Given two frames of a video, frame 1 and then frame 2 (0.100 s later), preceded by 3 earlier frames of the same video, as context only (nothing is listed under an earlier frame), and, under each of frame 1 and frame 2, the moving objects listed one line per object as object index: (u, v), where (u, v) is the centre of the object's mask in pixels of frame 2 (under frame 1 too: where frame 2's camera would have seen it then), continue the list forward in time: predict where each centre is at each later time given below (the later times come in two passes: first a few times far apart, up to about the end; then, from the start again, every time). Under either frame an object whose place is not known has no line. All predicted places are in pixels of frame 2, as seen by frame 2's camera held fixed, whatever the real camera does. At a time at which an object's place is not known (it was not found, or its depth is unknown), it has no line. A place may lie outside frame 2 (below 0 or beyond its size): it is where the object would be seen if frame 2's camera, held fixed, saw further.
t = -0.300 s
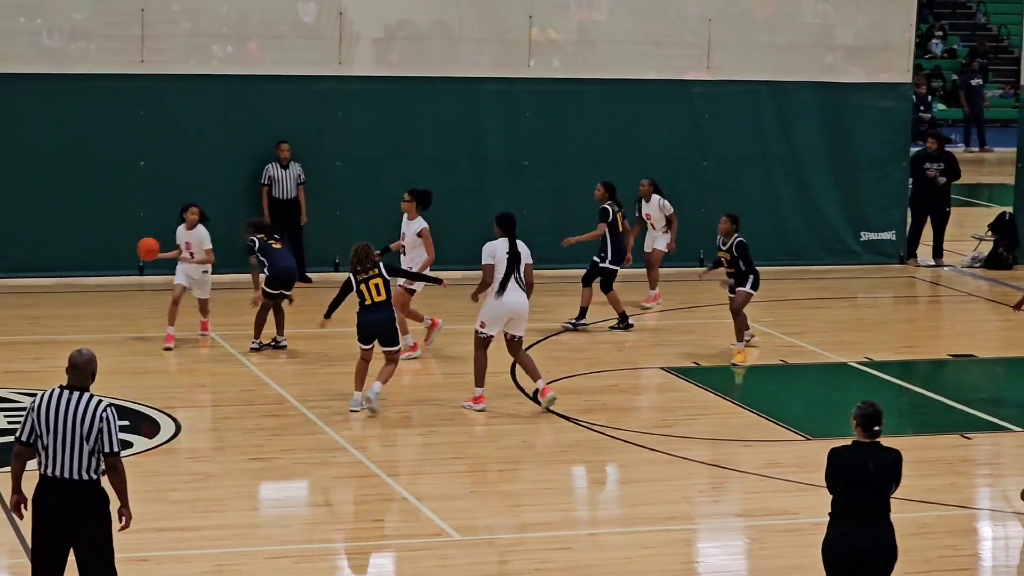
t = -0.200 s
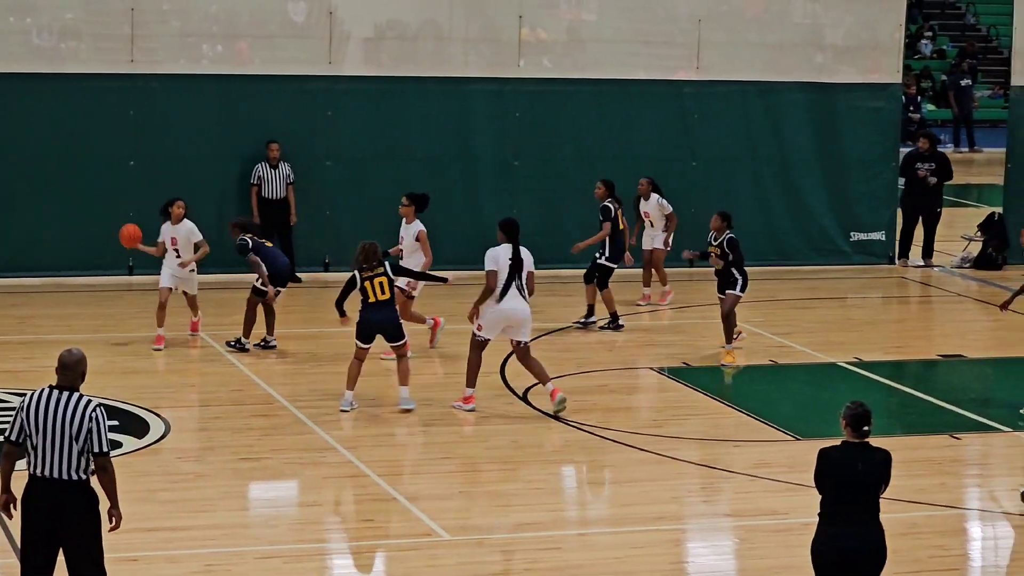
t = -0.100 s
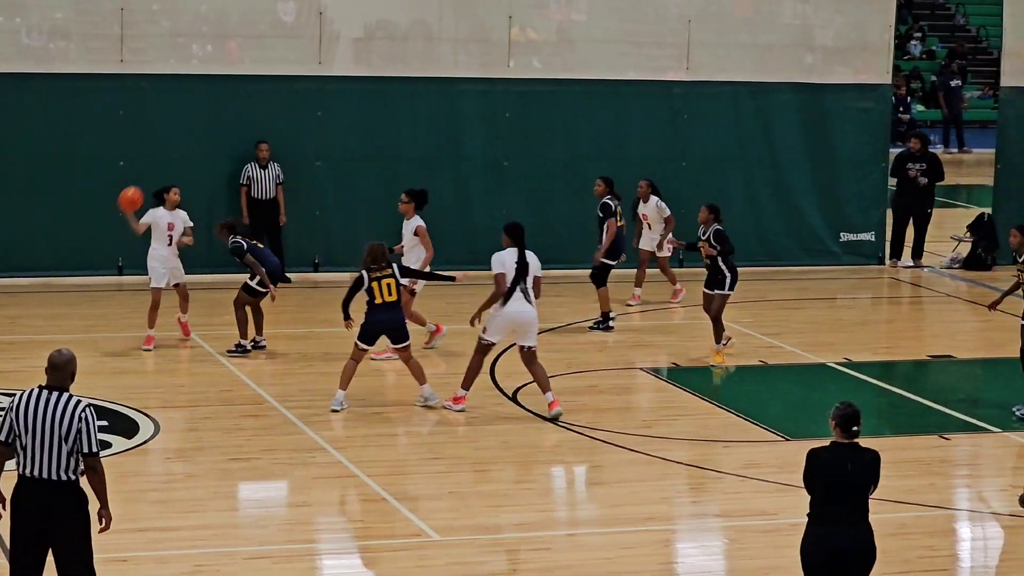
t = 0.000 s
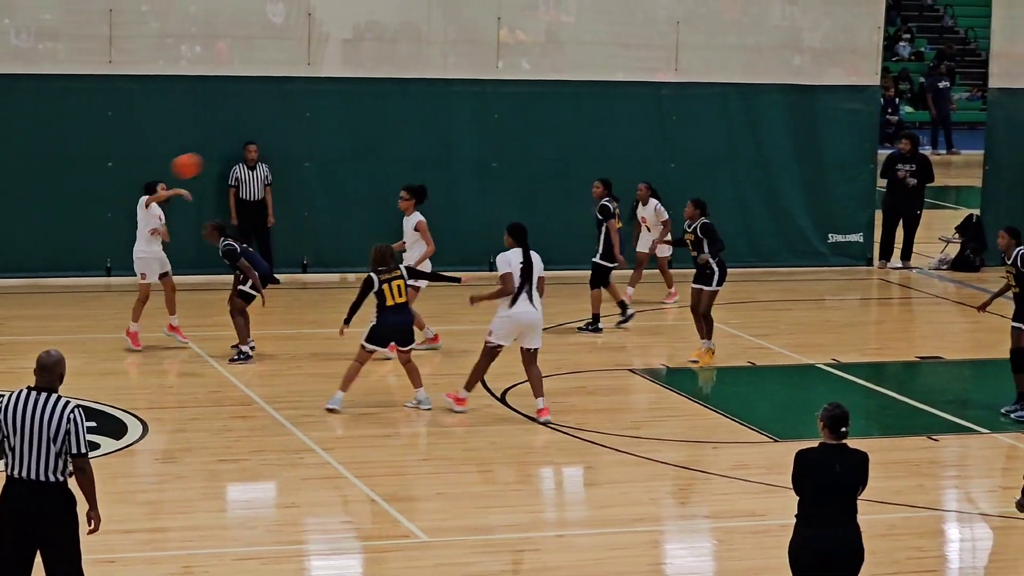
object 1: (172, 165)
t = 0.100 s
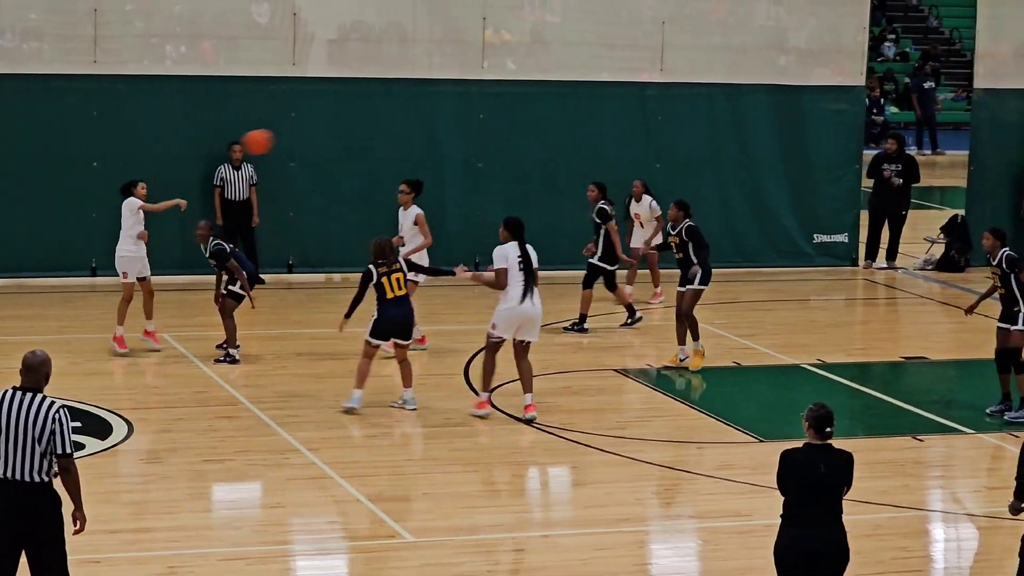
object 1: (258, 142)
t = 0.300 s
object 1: (433, 122)
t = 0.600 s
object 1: (723, 168)
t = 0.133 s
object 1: (287, 136)
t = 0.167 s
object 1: (317, 131)
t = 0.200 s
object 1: (346, 127)
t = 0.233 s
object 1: (375, 125)
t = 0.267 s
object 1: (404, 123)
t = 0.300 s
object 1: (433, 122)
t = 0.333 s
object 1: (463, 123)
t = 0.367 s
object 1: (494, 124)
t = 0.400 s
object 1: (525, 127)
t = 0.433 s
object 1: (556, 130)
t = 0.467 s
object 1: (588, 135)
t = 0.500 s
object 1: (620, 141)
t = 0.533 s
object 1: (654, 149)
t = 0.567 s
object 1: (688, 158)
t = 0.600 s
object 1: (723, 168)
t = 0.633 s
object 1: (759, 180)
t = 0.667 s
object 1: (795, 193)
